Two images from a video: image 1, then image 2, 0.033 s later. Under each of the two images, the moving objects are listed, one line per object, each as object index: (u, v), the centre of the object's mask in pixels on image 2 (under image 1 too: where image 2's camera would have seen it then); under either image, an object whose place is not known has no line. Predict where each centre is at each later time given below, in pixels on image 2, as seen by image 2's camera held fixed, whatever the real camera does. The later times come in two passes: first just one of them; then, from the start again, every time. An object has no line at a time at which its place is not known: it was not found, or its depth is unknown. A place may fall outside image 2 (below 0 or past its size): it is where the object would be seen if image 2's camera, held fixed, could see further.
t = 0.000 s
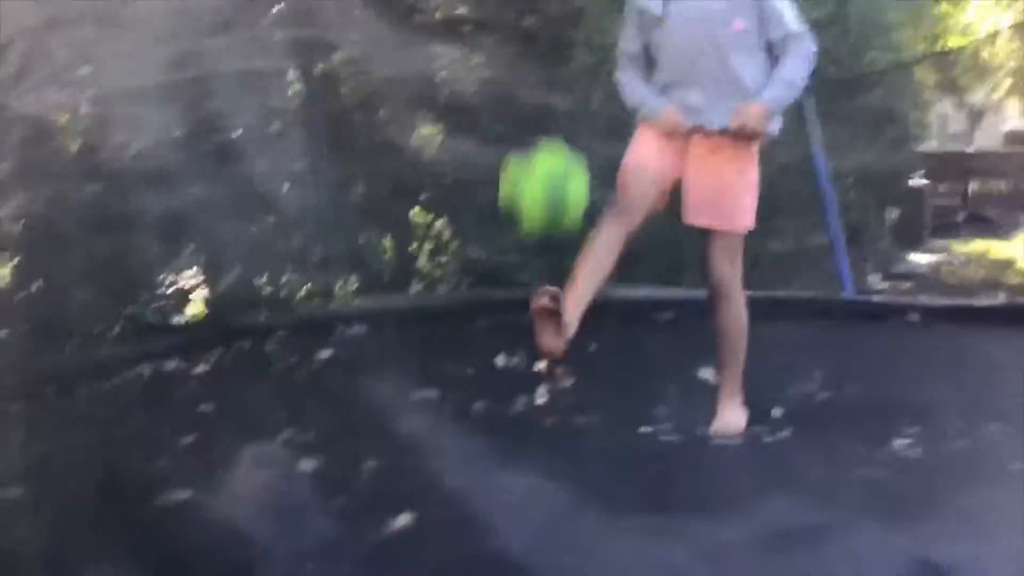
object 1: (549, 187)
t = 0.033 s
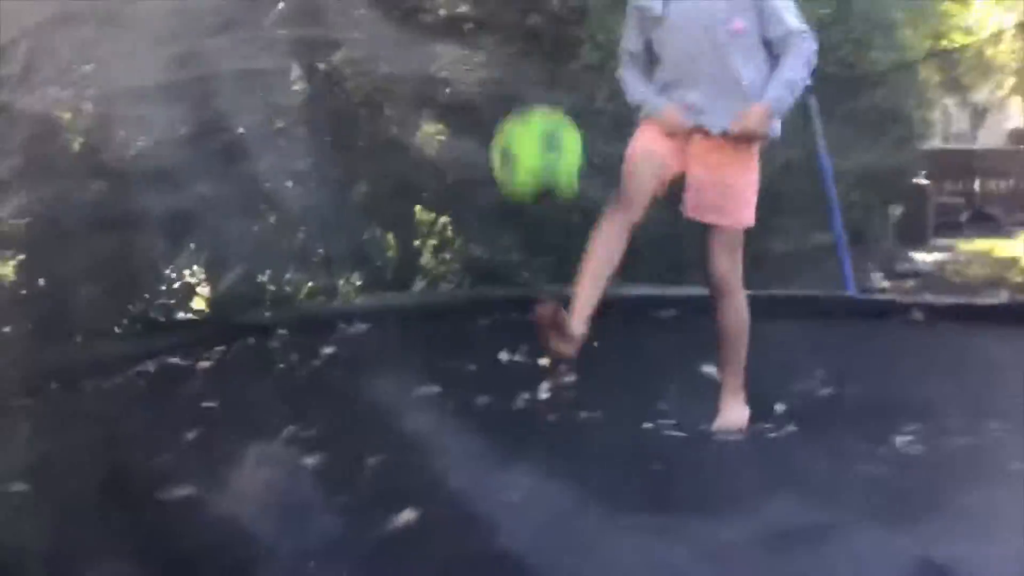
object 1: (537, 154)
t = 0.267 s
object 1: (468, 35)
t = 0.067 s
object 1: (527, 125)
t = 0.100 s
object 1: (517, 101)
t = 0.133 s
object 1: (506, 77)
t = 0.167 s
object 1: (497, 60)
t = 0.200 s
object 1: (487, 48)
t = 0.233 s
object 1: (478, 40)
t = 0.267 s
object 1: (468, 35)
